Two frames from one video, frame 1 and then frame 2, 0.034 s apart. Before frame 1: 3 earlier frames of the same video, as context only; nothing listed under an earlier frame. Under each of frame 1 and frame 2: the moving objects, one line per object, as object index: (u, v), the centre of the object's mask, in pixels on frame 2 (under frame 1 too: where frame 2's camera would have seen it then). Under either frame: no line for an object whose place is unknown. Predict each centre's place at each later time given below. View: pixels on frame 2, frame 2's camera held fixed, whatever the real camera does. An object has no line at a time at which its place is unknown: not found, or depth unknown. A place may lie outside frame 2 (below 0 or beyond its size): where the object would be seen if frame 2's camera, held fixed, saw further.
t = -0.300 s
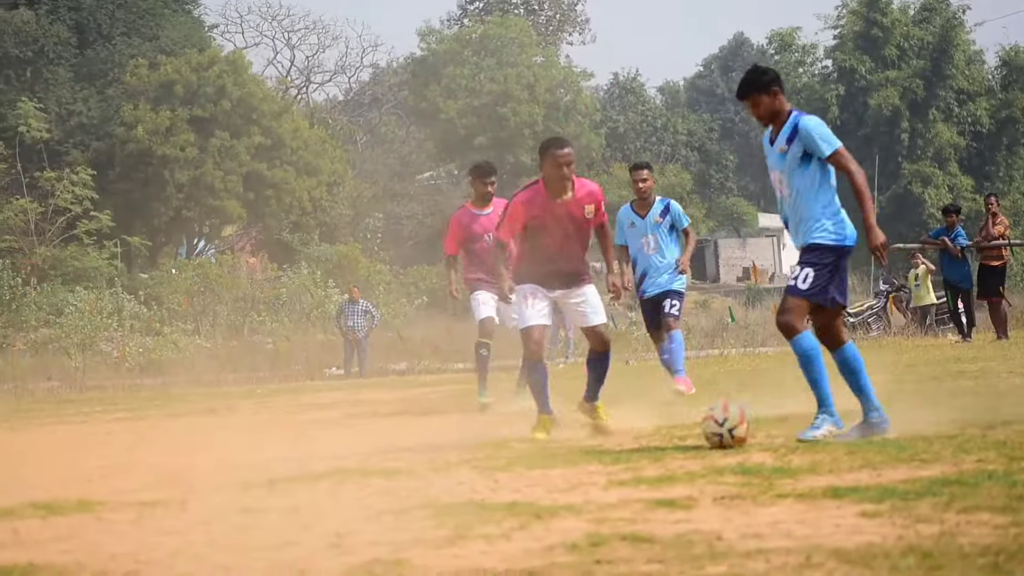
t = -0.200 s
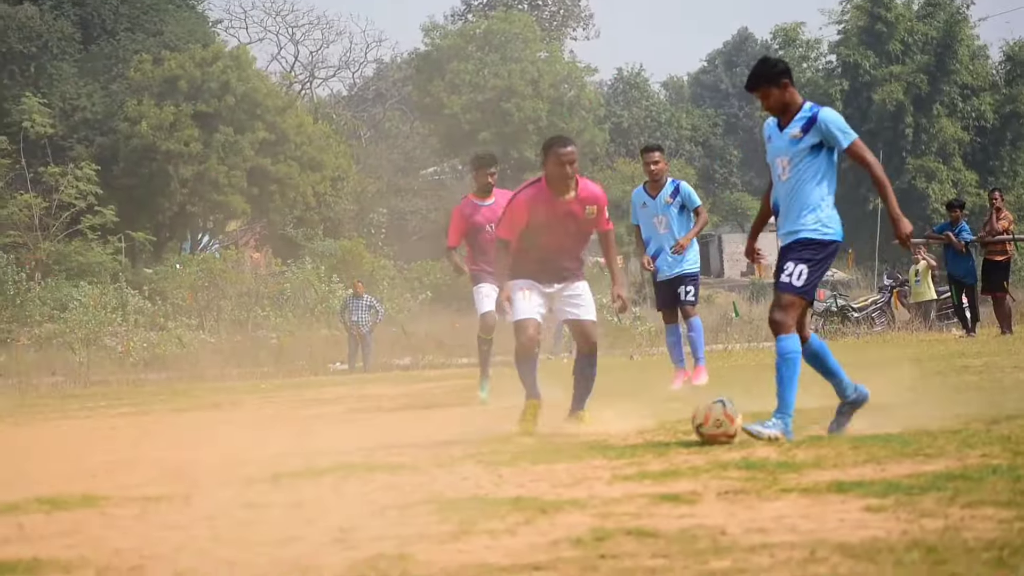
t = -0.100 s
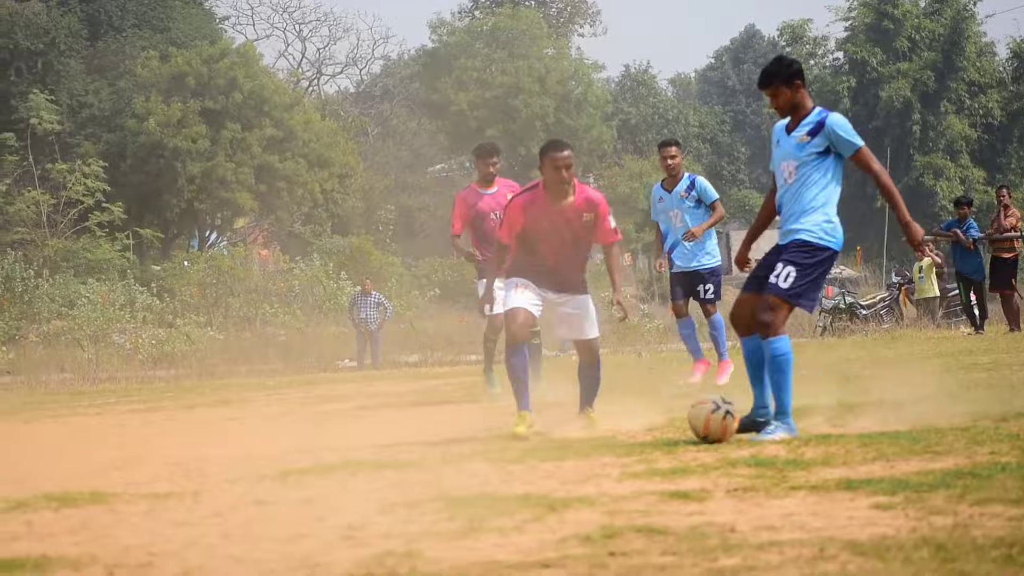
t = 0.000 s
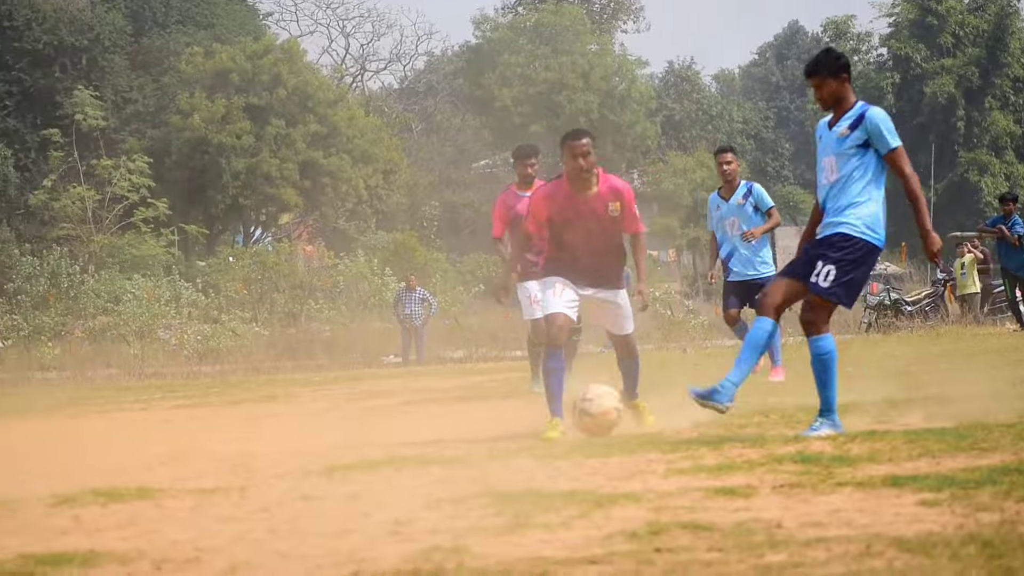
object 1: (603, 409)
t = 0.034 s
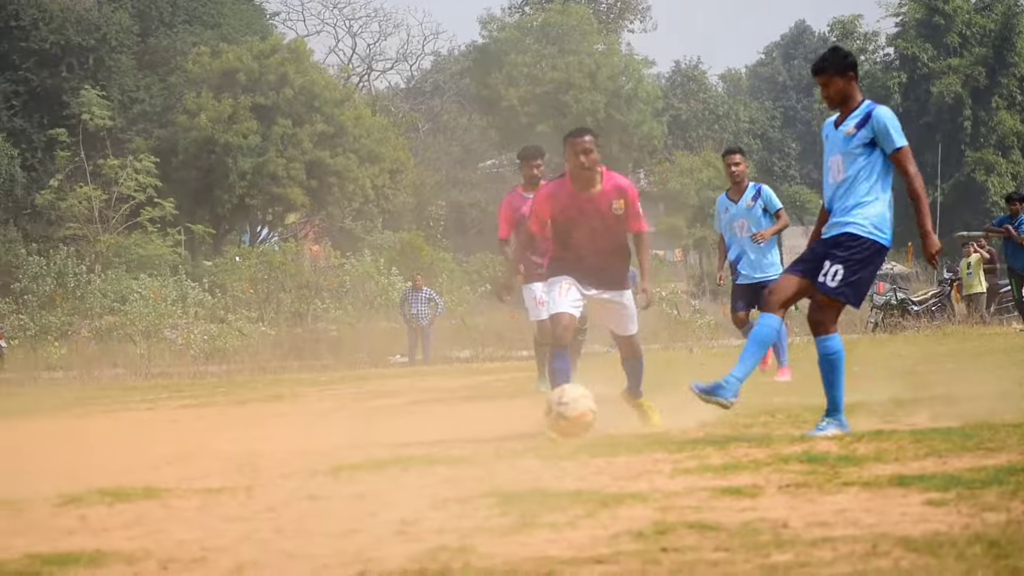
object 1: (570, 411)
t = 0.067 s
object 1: (505, 413)
